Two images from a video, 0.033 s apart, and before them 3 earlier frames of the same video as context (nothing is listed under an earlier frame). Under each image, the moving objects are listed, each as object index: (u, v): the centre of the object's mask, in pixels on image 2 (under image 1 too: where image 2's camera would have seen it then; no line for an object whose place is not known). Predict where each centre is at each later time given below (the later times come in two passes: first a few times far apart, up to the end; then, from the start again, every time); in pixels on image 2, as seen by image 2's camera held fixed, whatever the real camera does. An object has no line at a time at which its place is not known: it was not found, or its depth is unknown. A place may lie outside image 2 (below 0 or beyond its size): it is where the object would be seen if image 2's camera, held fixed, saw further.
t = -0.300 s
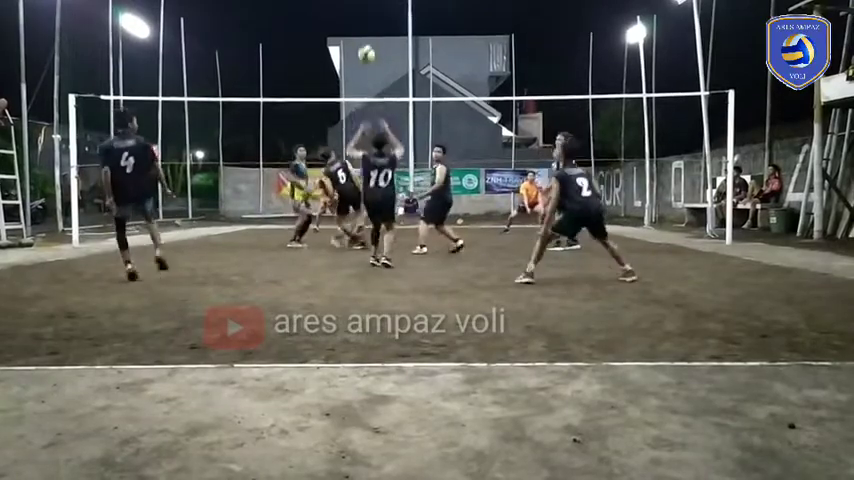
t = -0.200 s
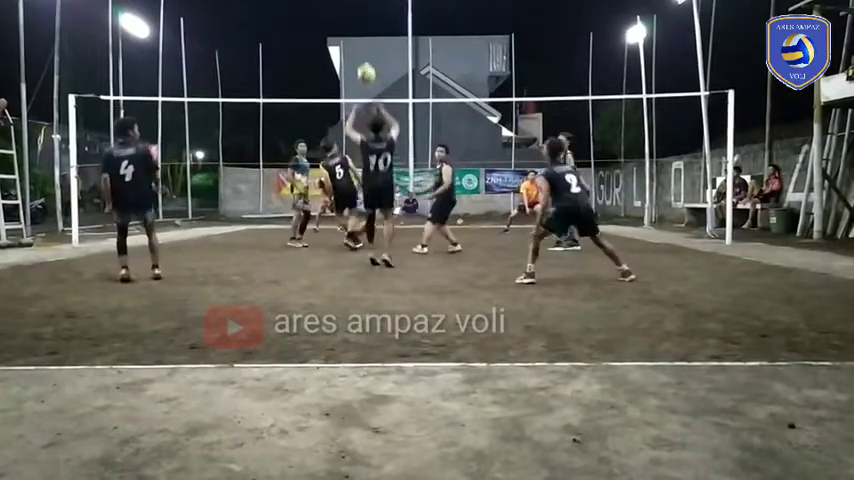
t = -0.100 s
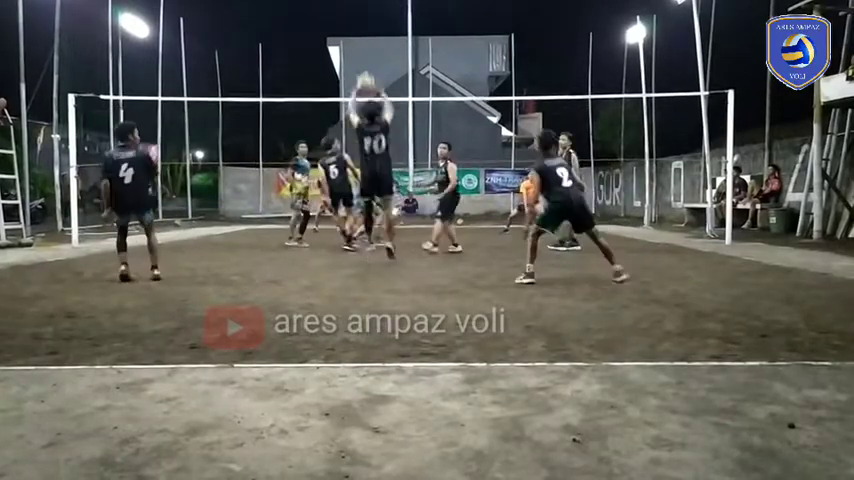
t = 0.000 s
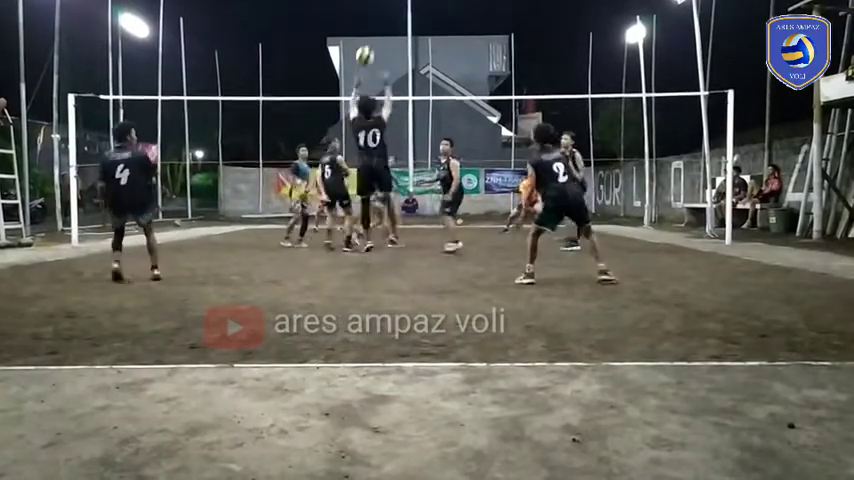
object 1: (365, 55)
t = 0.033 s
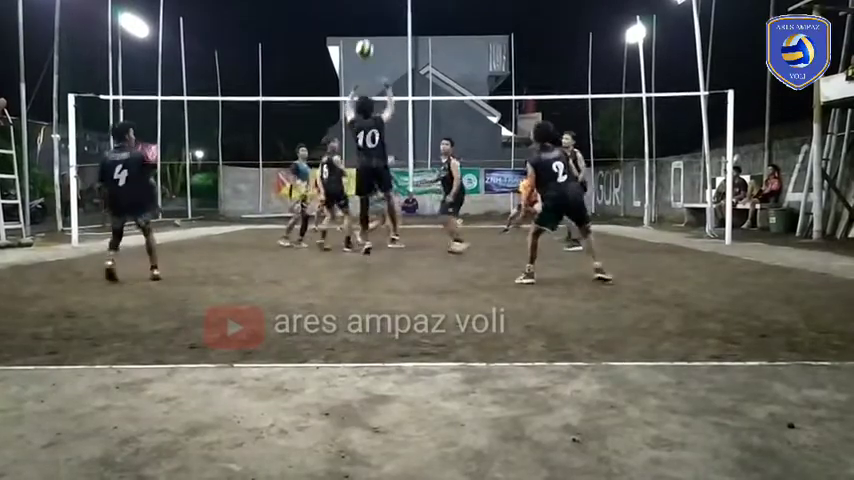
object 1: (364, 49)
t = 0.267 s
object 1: (363, 25)
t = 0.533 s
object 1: (363, 48)
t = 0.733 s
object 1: (362, 95)
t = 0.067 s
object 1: (364, 42)
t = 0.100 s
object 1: (363, 36)
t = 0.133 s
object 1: (363, 32)
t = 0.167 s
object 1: (363, 28)
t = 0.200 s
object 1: (363, 27)
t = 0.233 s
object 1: (363, 25)
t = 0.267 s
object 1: (363, 25)
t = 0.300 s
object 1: (363, 25)
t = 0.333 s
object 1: (363, 26)
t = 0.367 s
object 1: (363, 28)
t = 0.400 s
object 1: (363, 30)
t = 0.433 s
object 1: (363, 34)
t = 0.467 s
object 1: (363, 38)
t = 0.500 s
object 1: (362, 42)
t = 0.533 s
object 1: (363, 48)
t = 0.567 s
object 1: (362, 54)
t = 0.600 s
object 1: (362, 61)
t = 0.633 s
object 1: (362, 68)
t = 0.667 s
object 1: (362, 76)
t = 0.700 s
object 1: (362, 85)
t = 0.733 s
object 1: (362, 95)
